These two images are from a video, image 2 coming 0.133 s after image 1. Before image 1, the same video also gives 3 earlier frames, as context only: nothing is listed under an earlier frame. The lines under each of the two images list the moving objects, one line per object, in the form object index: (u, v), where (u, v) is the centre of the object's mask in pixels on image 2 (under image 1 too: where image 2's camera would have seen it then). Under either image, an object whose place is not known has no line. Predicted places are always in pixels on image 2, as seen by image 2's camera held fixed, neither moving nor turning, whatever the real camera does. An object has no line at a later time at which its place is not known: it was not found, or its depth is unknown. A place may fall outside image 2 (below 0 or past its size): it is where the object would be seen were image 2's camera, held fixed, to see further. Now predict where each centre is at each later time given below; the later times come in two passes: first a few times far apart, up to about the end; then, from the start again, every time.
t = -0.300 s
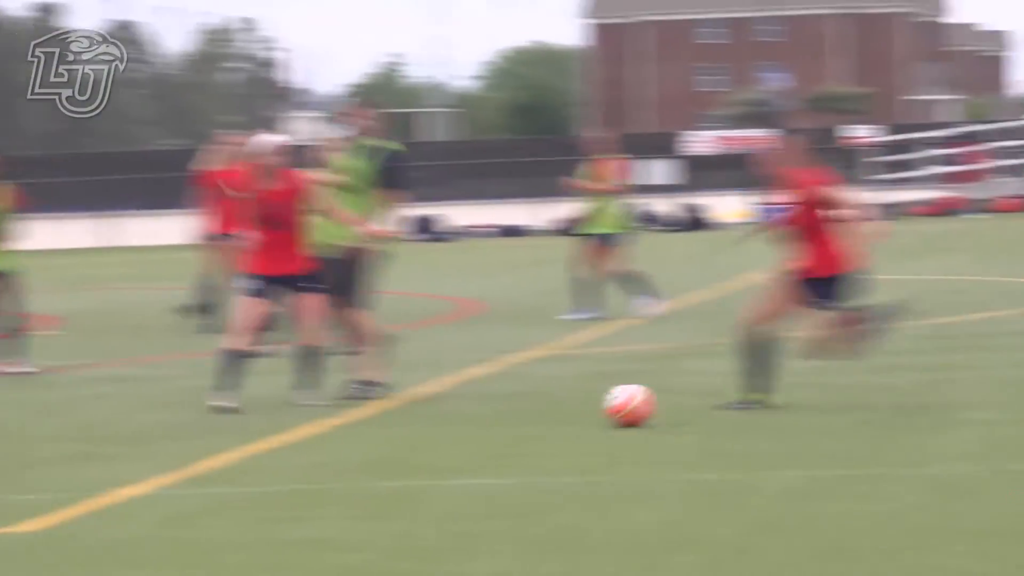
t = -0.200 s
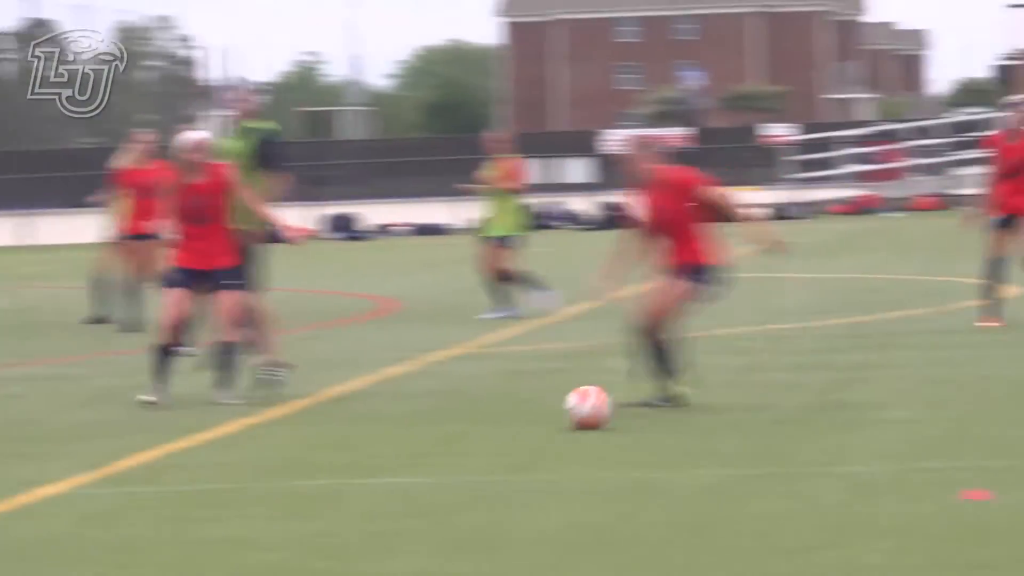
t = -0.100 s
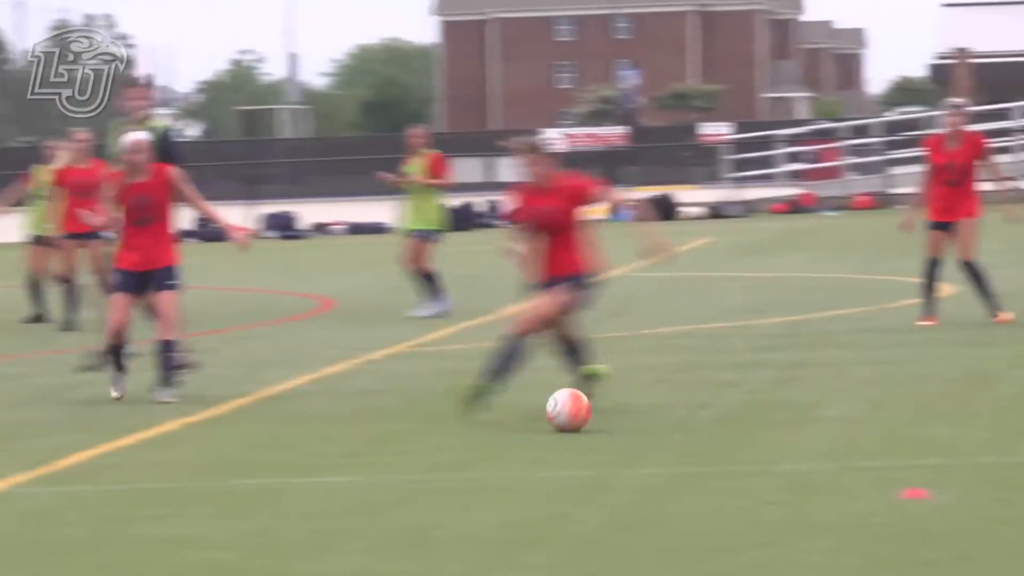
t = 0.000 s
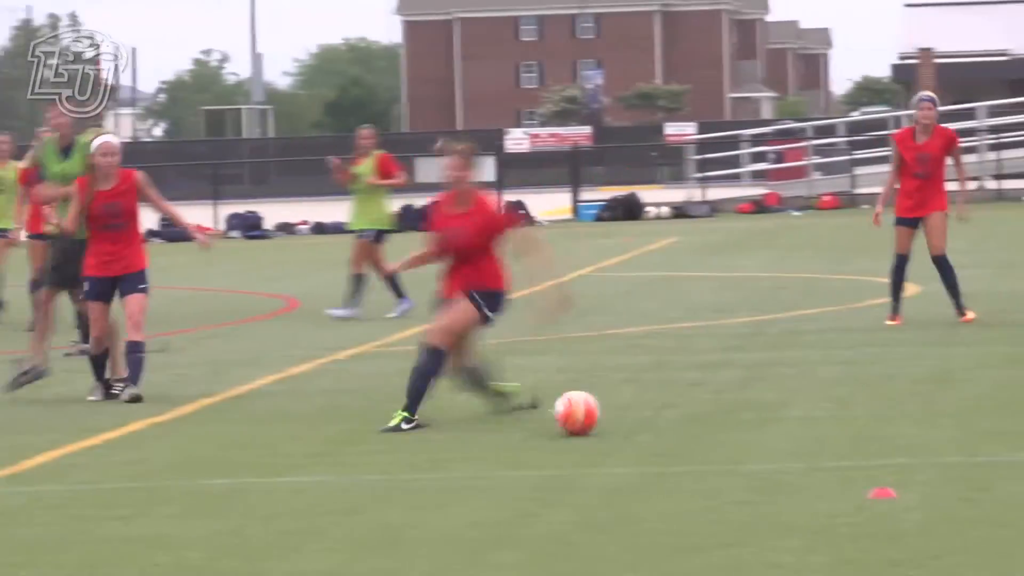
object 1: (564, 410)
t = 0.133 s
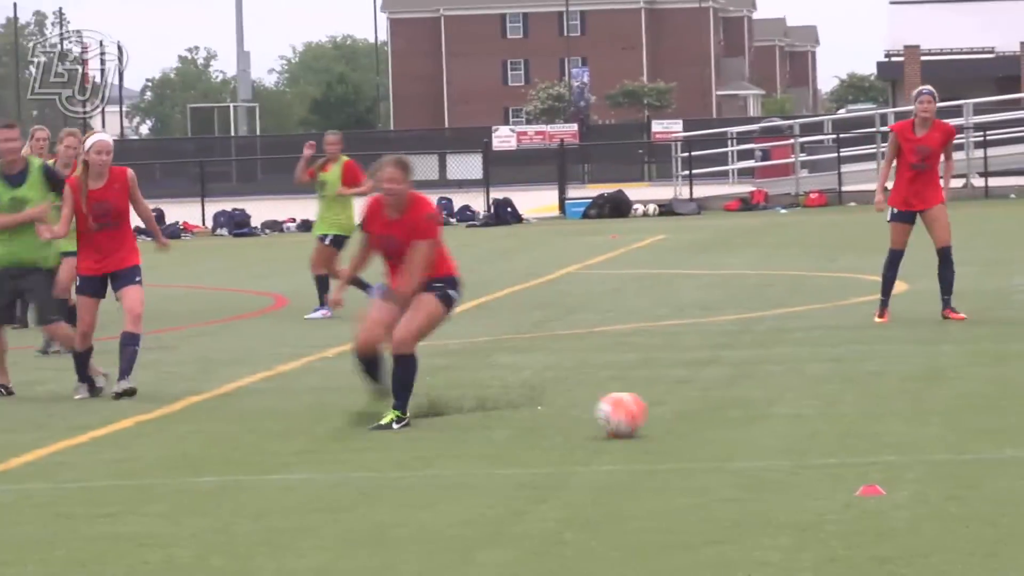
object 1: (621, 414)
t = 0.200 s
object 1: (648, 417)
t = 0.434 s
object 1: (746, 424)
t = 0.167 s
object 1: (635, 416)
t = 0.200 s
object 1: (648, 417)
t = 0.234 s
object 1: (663, 417)
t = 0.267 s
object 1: (677, 419)
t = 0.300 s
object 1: (691, 421)
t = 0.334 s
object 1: (705, 421)
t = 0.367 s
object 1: (718, 422)
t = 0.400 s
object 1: (732, 424)
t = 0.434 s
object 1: (746, 424)
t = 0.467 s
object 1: (760, 425)
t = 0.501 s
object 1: (774, 426)
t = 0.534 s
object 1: (787, 427)
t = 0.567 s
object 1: (801, 429)
